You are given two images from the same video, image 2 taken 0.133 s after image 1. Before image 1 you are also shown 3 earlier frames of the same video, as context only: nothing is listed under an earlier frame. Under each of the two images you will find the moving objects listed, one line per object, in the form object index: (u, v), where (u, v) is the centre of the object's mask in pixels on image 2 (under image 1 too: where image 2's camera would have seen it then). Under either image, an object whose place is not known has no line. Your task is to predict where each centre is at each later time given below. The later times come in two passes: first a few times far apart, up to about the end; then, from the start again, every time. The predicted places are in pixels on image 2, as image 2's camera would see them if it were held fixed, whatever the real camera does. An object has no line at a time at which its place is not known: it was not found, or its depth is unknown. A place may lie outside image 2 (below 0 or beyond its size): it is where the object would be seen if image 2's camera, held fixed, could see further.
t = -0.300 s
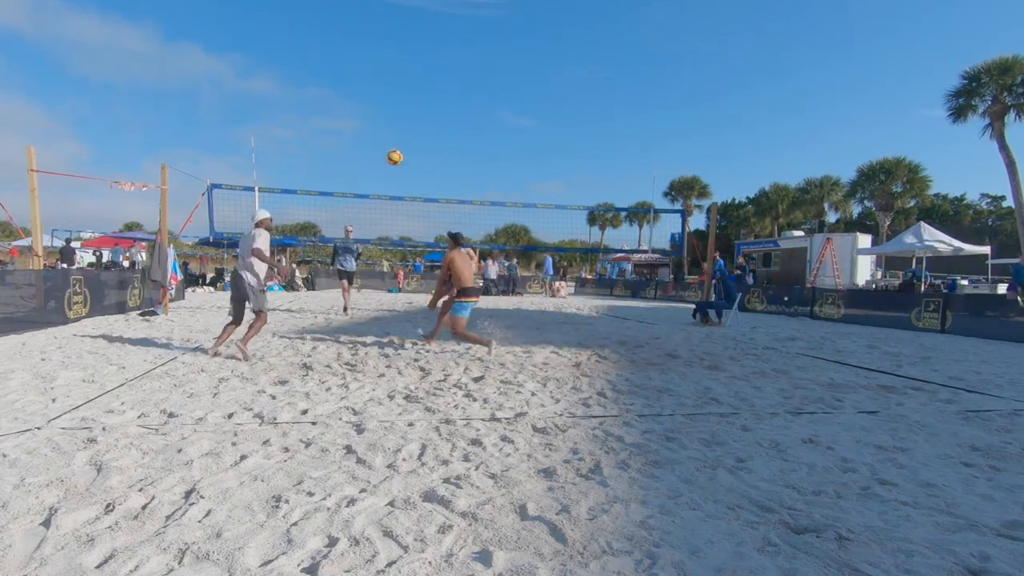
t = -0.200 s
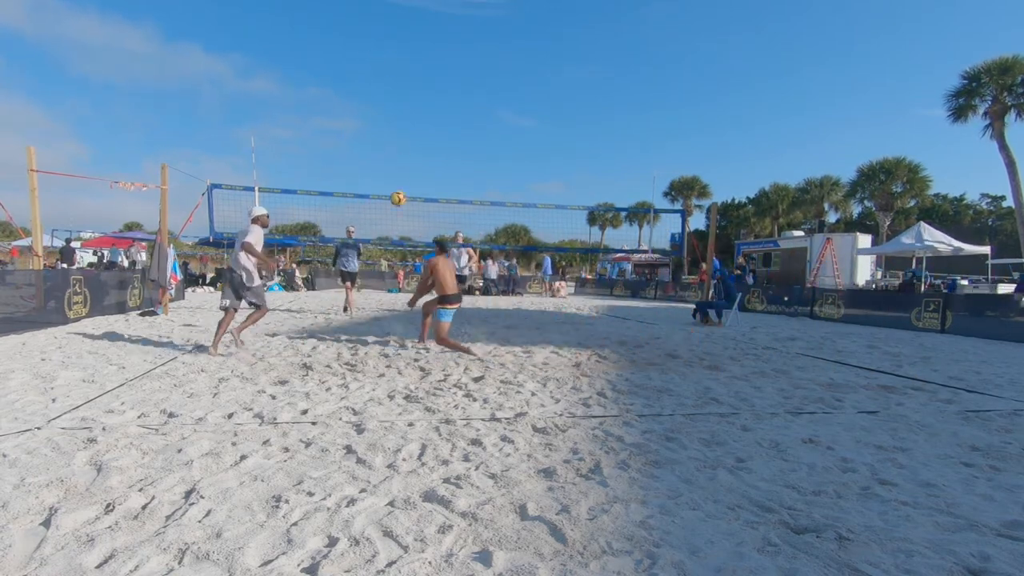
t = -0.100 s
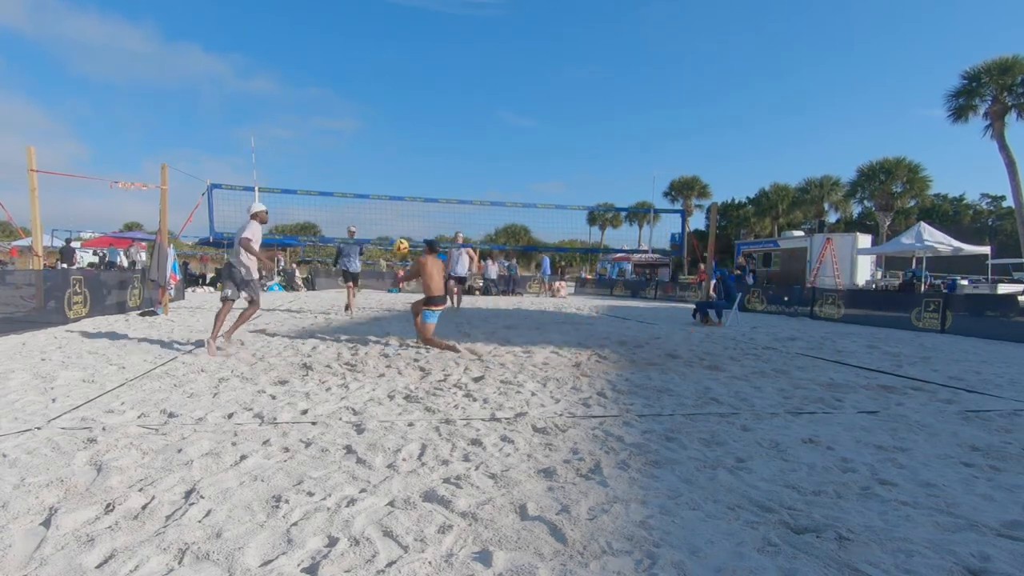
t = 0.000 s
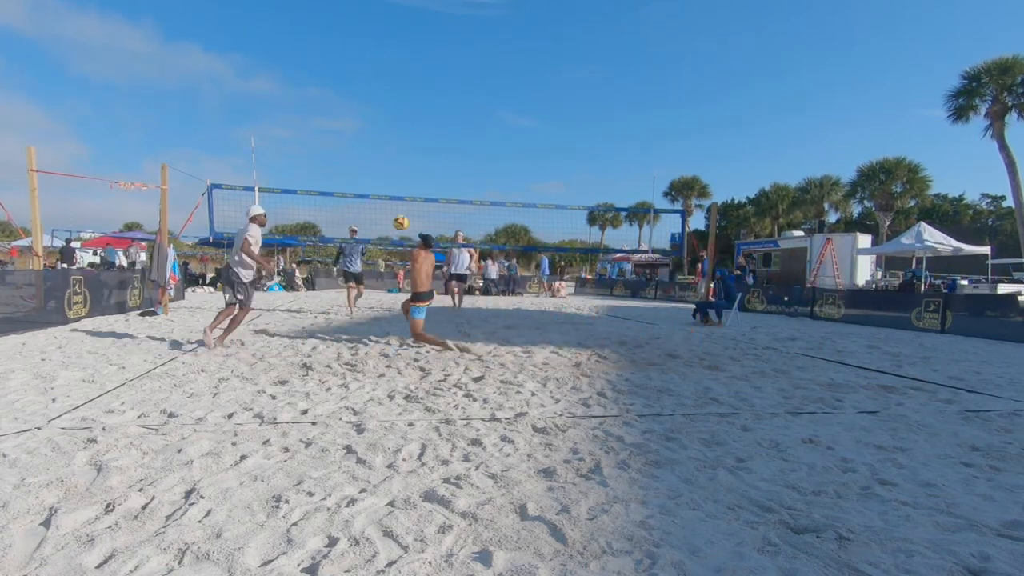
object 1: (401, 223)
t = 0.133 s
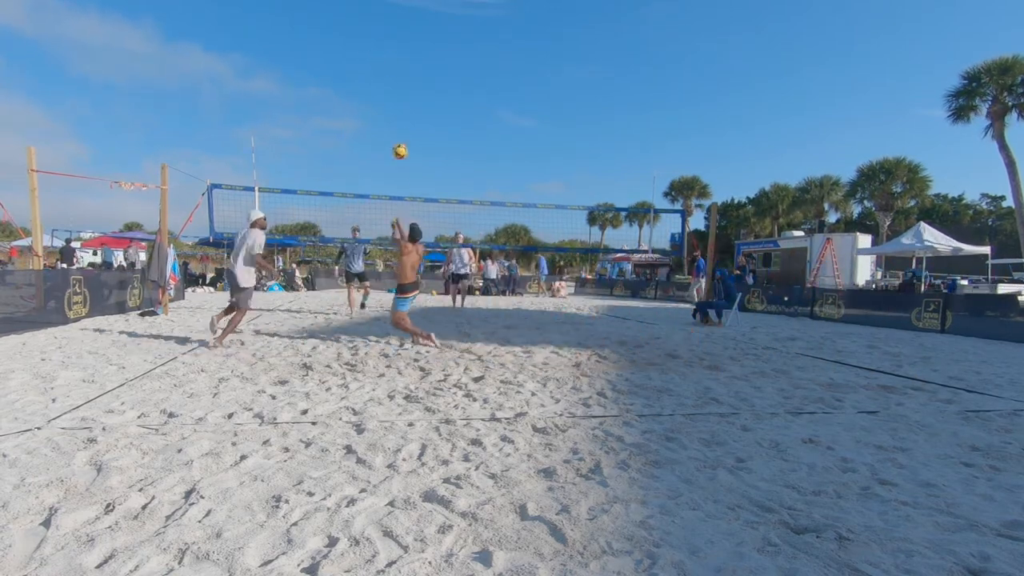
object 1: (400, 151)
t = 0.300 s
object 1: (399, 83)
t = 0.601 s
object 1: (400, 16)
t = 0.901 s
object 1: (398, 11)
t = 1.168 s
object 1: (397, 53)
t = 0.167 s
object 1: (400, 136)
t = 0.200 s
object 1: (399, 121)
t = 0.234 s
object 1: (399, 108)
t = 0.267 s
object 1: (399, 95)
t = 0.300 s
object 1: (399, 83)
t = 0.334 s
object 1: (399, 72)
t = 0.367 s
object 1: (399, 62)
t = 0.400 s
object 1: (399, 53)
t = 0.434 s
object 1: (399, 45)
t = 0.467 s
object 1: (399, 38)
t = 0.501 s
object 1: (399, 31)
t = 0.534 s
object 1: (399, 25)
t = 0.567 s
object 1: (400, 20)
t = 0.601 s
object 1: (400, 16)
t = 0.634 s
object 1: (400, 13)
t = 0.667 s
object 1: (400, 10)
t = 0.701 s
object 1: (399, 8)
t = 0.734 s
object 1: (399, 7)
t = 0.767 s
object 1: (399, 7)
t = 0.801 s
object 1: (399, 7)
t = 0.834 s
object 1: (399, 8)
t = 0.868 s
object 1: (399, 9)
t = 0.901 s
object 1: (398, 11)
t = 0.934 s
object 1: (398, 14)
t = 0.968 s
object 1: (398, 18)
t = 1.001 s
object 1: (398, 22)
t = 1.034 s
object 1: (397, 27)
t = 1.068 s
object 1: (397, 32)
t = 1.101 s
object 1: (397, 38)
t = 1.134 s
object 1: (397, 45)
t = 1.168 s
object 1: (397, 53)
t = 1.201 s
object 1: (397, 60)
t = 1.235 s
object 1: (397, 69)
